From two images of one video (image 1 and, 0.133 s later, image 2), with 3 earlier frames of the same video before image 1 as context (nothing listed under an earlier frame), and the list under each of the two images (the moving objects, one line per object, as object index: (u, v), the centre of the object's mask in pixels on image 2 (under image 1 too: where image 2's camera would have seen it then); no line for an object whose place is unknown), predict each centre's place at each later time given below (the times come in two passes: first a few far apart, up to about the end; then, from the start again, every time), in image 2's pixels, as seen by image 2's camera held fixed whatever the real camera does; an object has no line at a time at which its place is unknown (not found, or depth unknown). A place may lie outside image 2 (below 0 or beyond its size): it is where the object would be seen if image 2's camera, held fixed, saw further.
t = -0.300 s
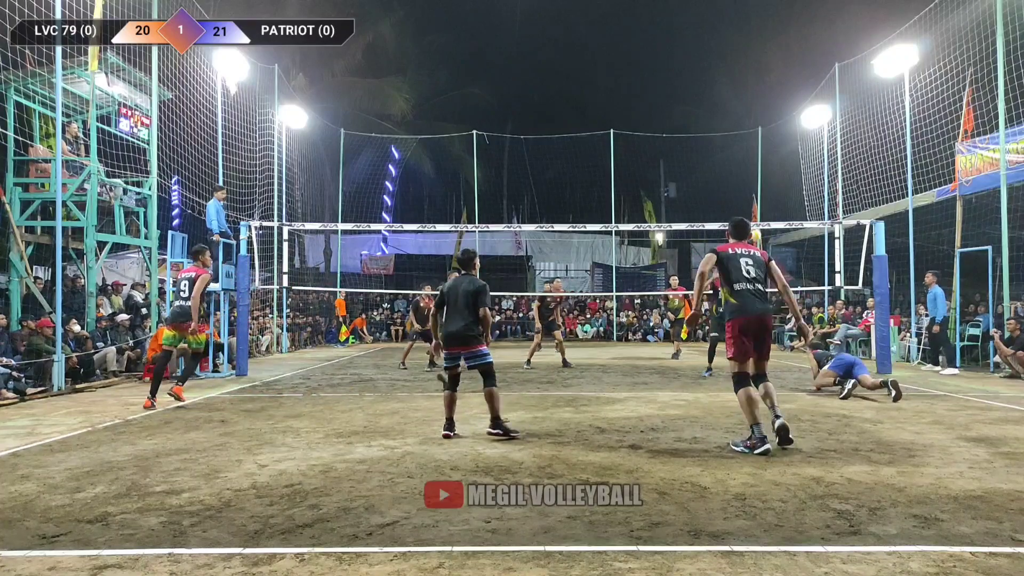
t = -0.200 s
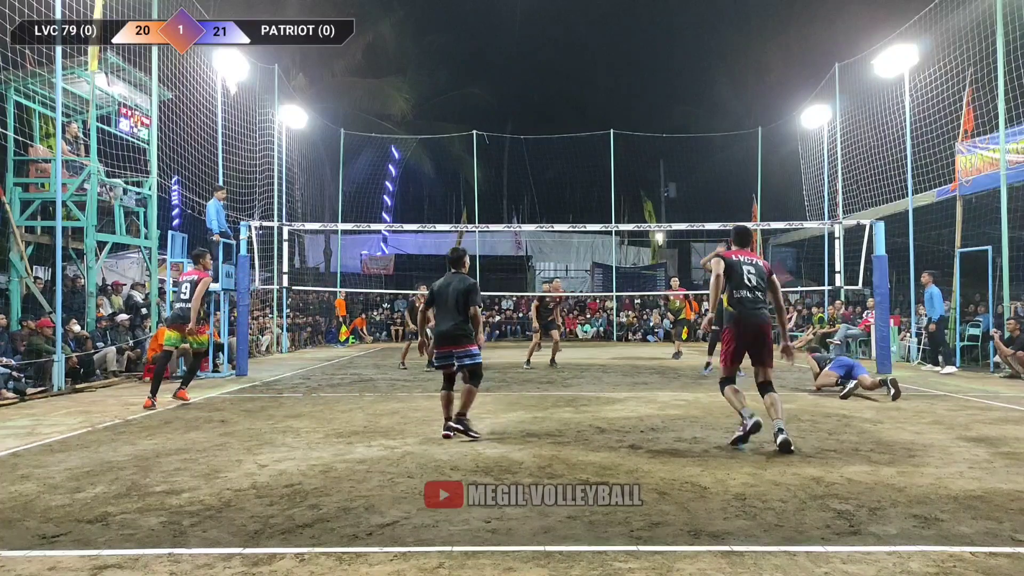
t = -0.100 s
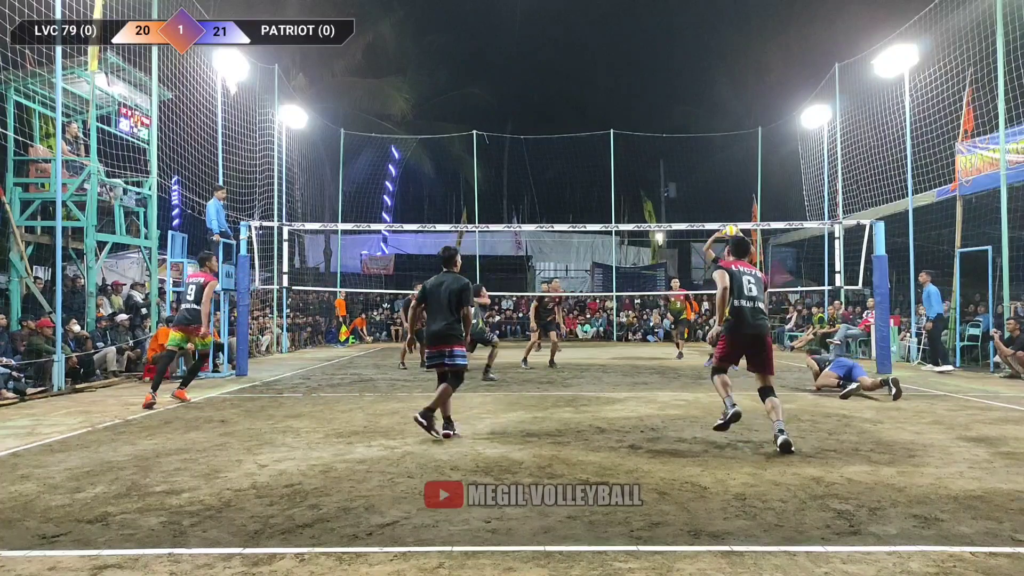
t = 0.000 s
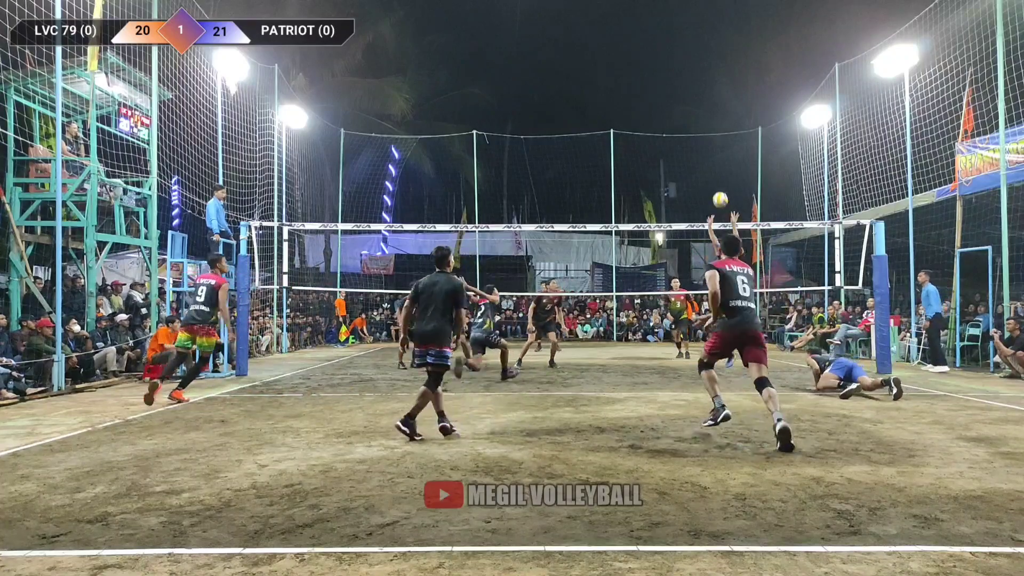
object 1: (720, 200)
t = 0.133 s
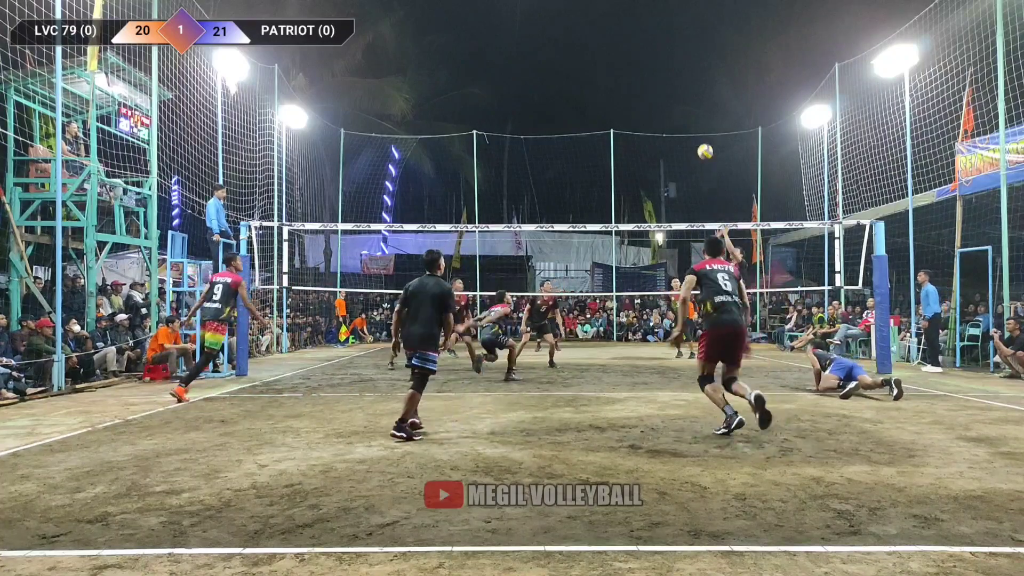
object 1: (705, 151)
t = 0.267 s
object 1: (690, 115)
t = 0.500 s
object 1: (662, 77)
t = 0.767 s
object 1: (630, 78)
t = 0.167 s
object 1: (701, 141)
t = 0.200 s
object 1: (697, 132)
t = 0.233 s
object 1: (694, 123)
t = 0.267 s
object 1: (690, 115)
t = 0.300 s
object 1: (686, 107)
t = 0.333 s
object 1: (682, 101)
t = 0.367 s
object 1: (678, 95)
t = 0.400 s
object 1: (674, 89)
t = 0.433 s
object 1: (670, 85)
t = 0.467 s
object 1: (666, 81)
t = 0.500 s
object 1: (662, 77)
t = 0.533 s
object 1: (658, 75)
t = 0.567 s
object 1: (654, 73)
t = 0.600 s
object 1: (650, 72)
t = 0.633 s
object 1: (646, 72)
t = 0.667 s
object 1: (642, 72)
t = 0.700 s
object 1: (638, 73)
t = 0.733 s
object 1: (634, 75)
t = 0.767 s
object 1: (630, 78)
